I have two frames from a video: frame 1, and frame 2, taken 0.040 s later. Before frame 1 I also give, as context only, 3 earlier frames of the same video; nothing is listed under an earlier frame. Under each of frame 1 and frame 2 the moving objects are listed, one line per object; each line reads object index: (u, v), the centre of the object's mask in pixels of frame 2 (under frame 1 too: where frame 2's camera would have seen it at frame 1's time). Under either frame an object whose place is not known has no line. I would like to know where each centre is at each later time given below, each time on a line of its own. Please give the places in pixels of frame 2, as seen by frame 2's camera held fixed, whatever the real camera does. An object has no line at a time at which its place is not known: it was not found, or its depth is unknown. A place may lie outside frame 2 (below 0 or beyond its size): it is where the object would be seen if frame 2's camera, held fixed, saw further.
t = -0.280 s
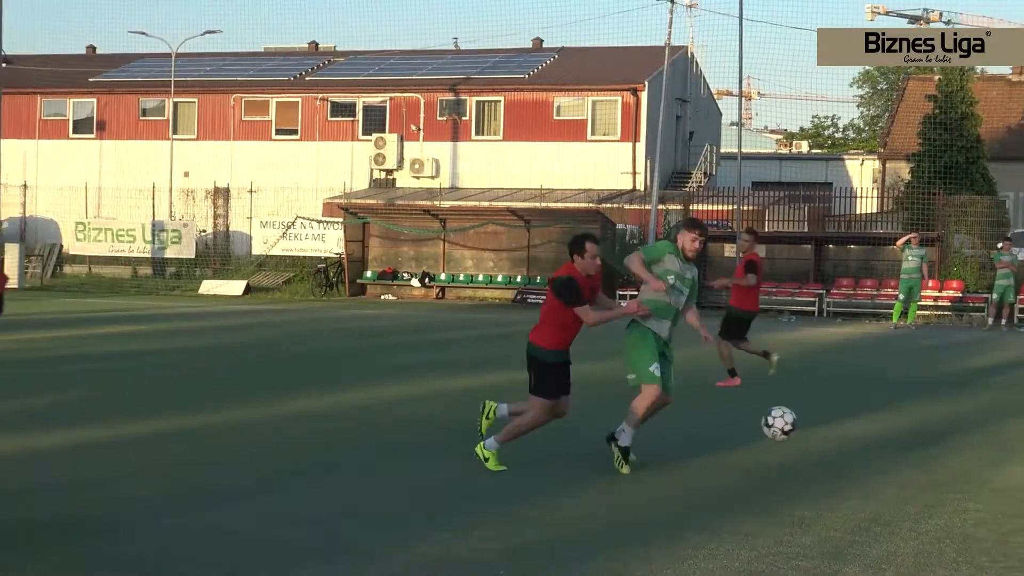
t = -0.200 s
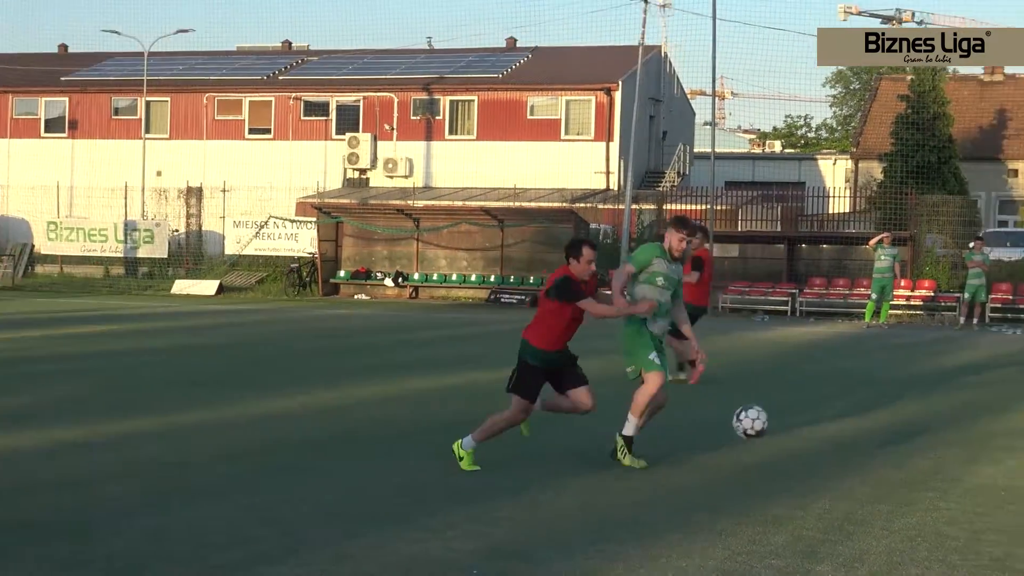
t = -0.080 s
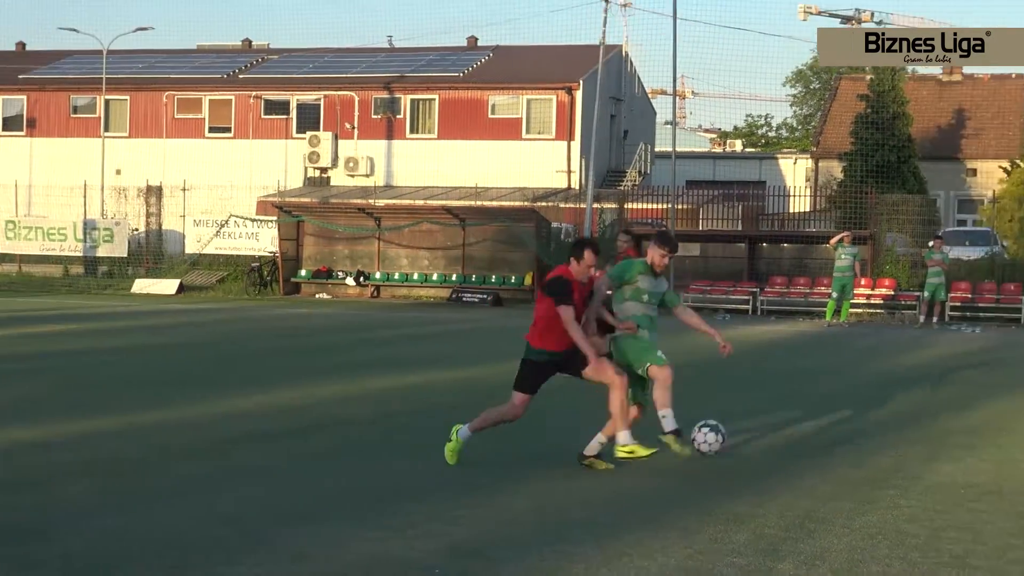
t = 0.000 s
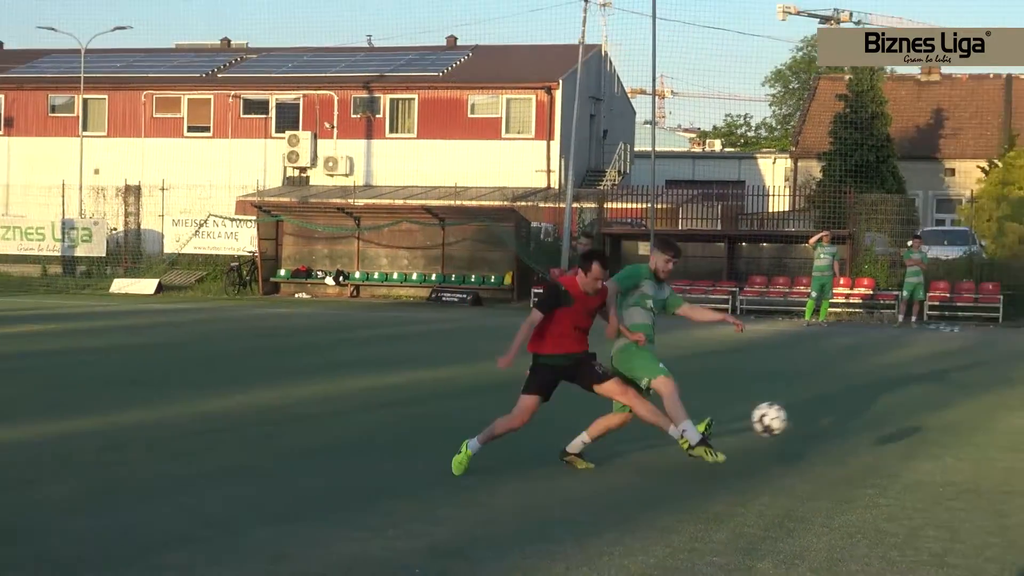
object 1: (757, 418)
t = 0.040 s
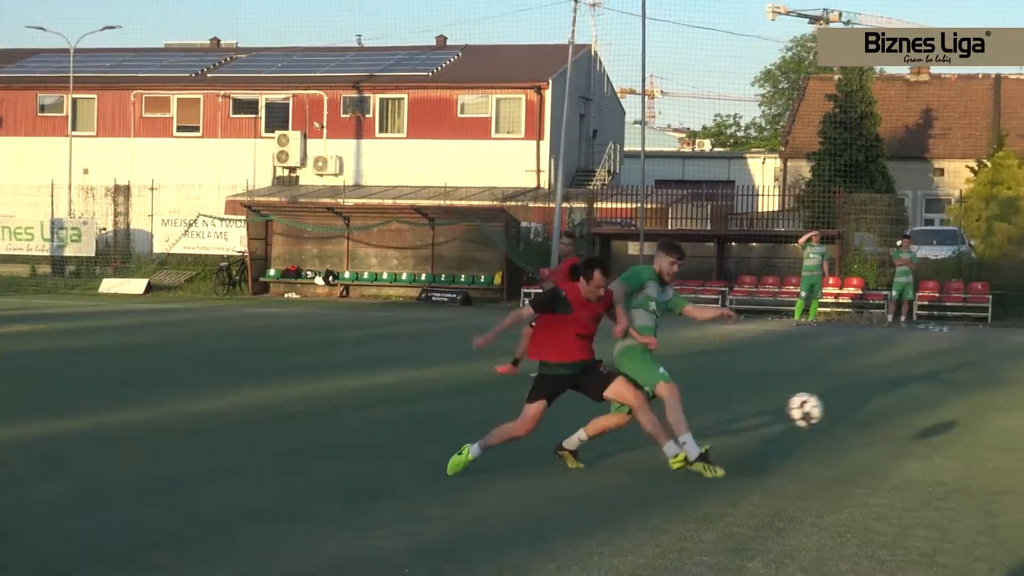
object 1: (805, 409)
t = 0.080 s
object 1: (852, 403)
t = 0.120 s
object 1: (899, 399)
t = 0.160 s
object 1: (945, 397)
